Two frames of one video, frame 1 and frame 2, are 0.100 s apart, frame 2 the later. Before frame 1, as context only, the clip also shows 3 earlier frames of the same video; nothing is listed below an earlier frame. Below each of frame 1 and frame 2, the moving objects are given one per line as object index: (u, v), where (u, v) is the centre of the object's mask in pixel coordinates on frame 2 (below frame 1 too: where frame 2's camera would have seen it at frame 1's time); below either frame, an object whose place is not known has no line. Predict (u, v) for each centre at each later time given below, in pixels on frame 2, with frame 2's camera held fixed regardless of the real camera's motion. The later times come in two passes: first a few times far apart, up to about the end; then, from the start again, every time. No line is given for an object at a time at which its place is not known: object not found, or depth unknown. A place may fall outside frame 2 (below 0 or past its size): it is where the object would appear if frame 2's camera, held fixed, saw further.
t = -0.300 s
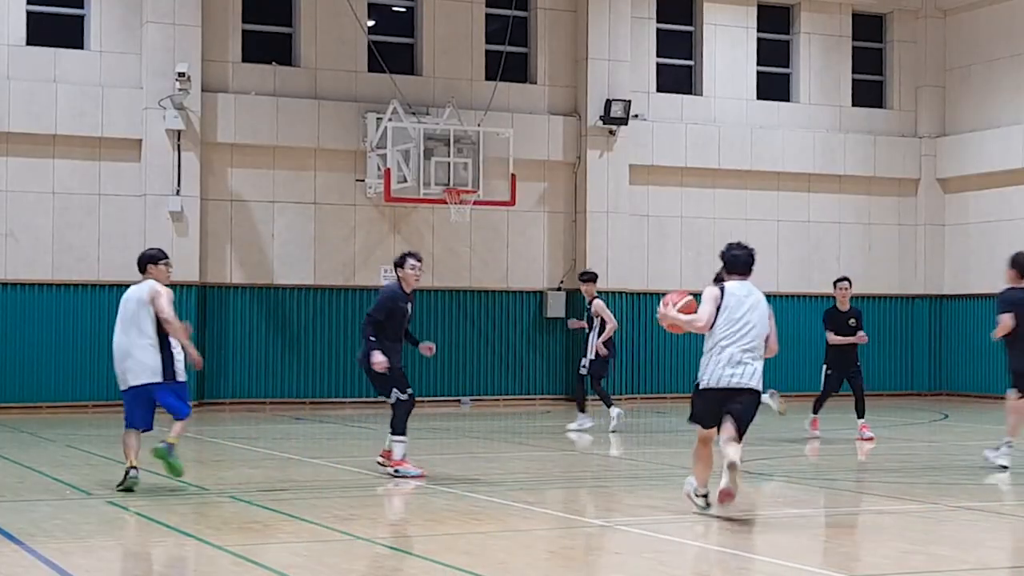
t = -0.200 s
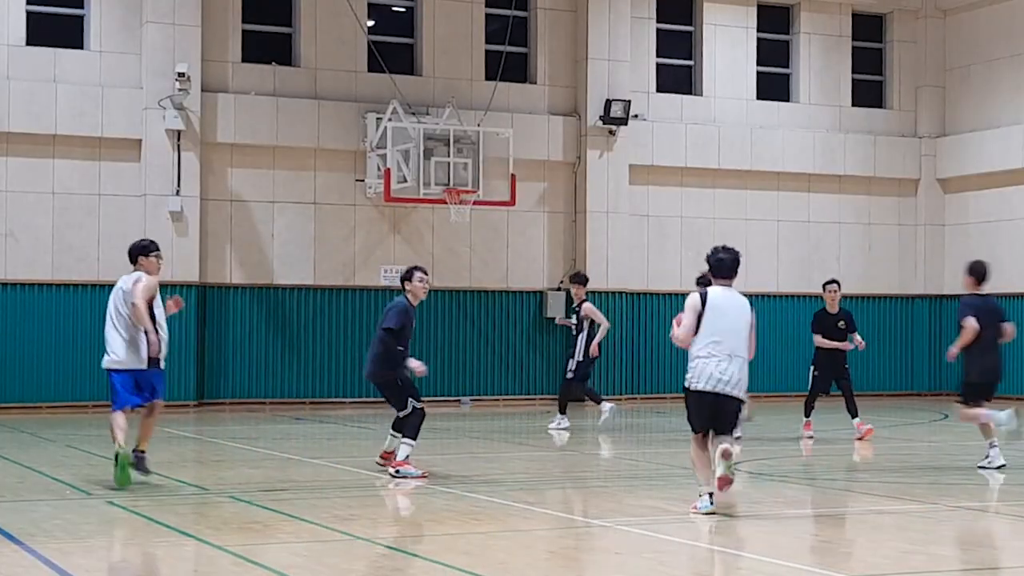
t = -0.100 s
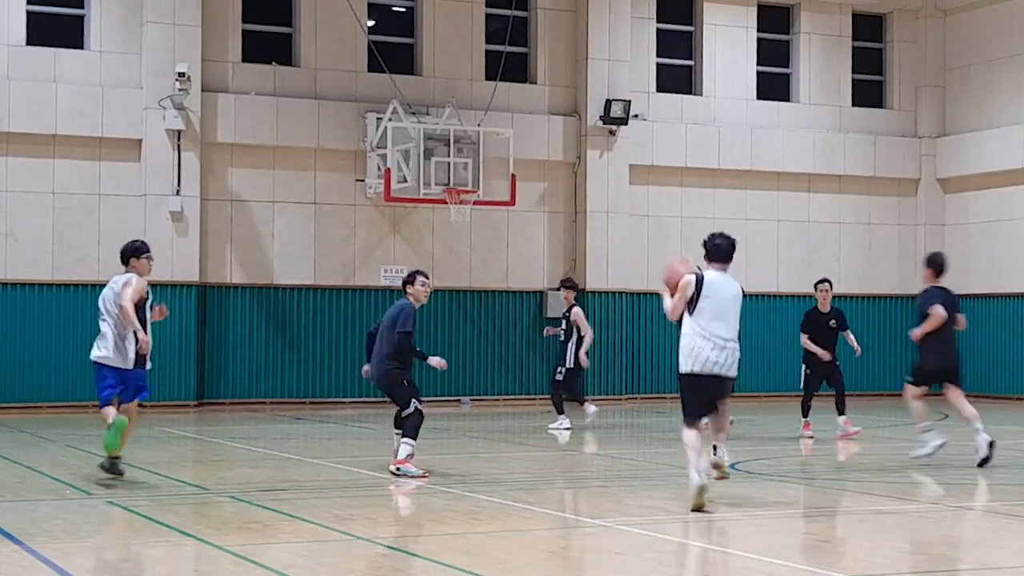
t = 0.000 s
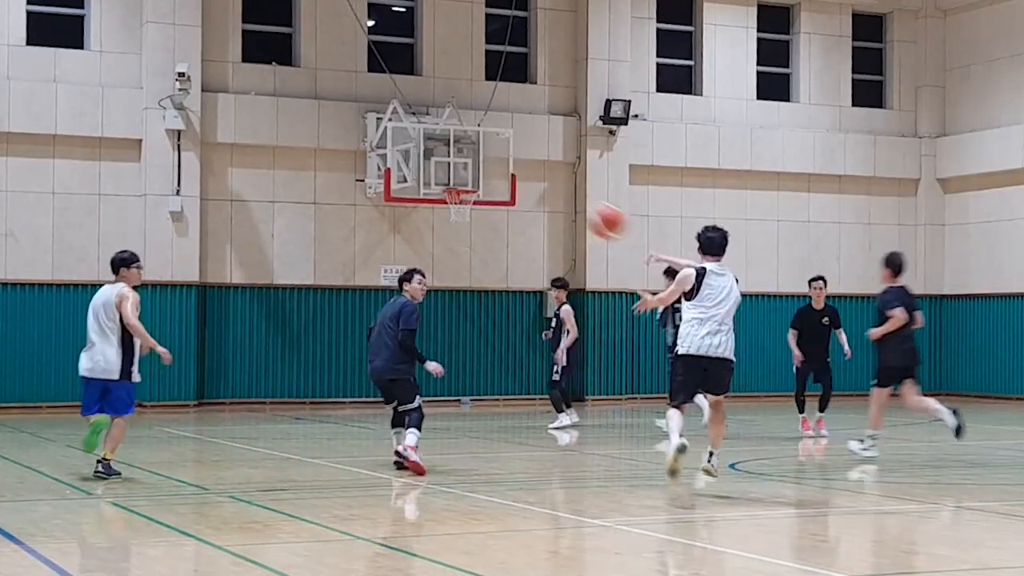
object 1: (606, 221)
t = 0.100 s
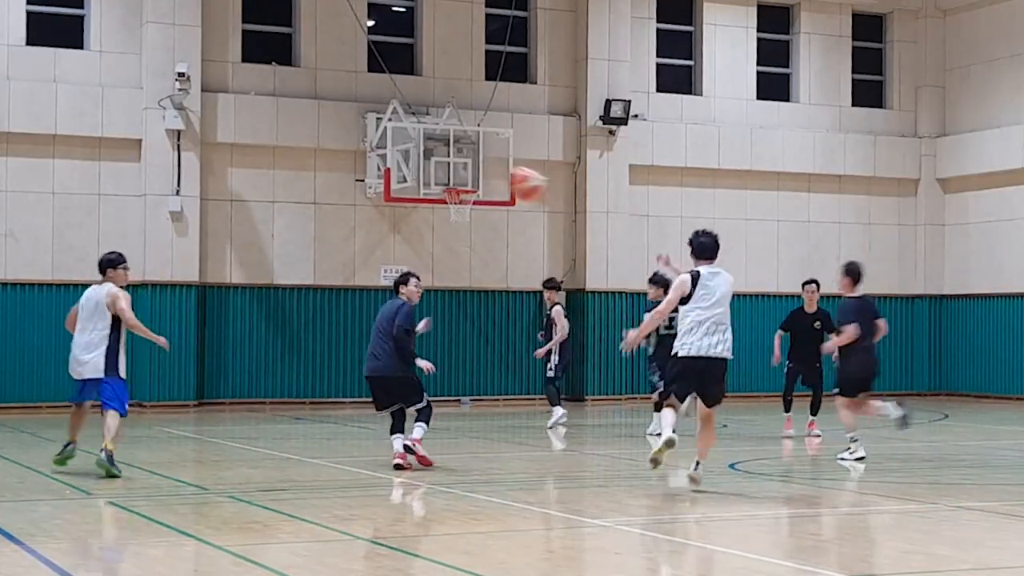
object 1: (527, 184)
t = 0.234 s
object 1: (432, 160)
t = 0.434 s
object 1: (309, 165)
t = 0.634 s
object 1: (206, 213)
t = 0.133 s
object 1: (501, 174)
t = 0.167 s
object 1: (476, 167)
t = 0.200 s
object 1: (453, 163)
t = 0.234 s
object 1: (432, 160)
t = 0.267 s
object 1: (409, 157)
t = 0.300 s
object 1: (388, 154)
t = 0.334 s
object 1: (366, 157)
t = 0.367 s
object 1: (349, 158)
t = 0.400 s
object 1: (329, 161)
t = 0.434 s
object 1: (309, 165)
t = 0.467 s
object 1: (290, 170)
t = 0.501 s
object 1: (273, 176)
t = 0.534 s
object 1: (256, 183)
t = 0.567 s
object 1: (239, 192)
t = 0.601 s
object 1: (222, 202)
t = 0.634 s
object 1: (206, 213)
